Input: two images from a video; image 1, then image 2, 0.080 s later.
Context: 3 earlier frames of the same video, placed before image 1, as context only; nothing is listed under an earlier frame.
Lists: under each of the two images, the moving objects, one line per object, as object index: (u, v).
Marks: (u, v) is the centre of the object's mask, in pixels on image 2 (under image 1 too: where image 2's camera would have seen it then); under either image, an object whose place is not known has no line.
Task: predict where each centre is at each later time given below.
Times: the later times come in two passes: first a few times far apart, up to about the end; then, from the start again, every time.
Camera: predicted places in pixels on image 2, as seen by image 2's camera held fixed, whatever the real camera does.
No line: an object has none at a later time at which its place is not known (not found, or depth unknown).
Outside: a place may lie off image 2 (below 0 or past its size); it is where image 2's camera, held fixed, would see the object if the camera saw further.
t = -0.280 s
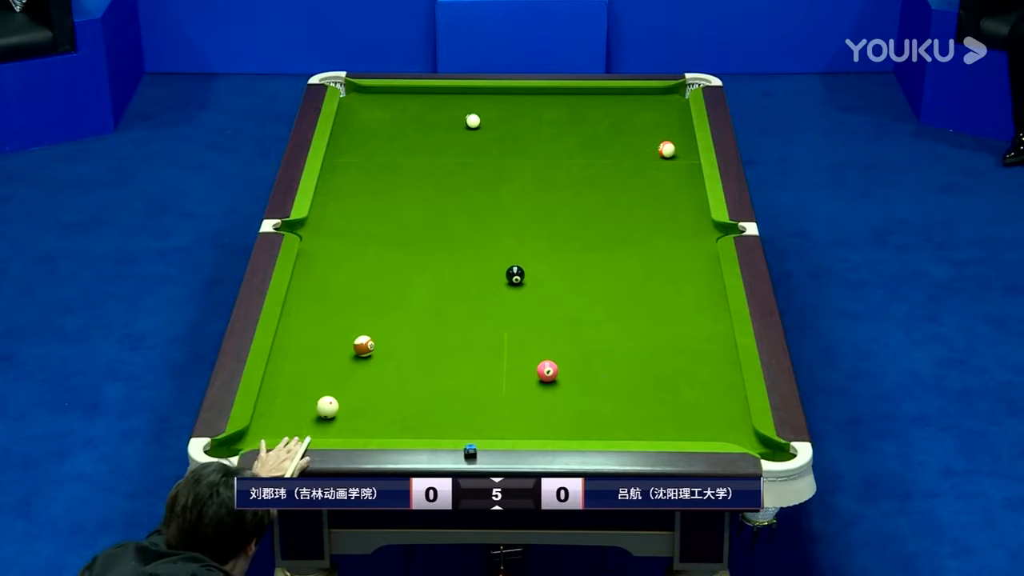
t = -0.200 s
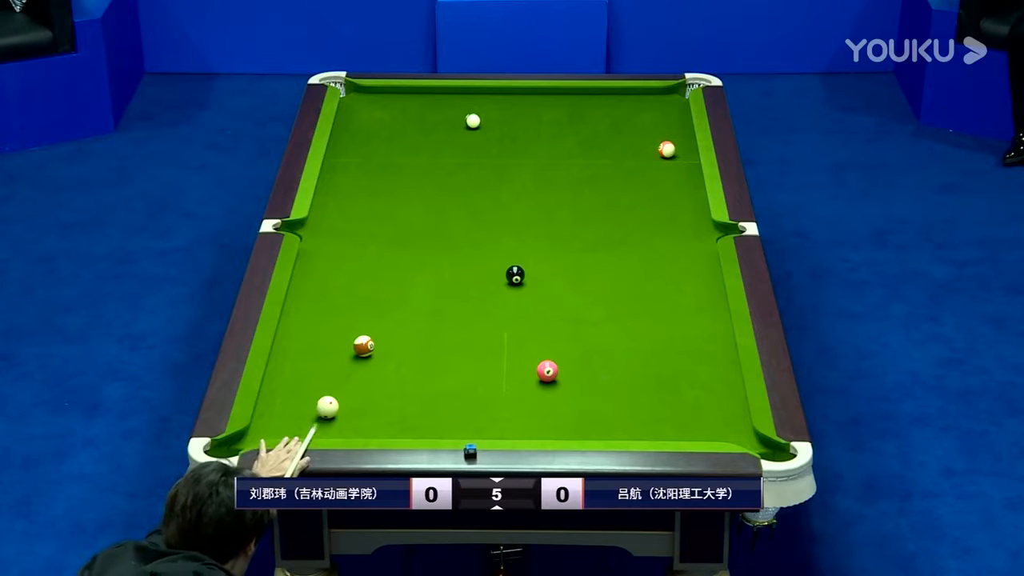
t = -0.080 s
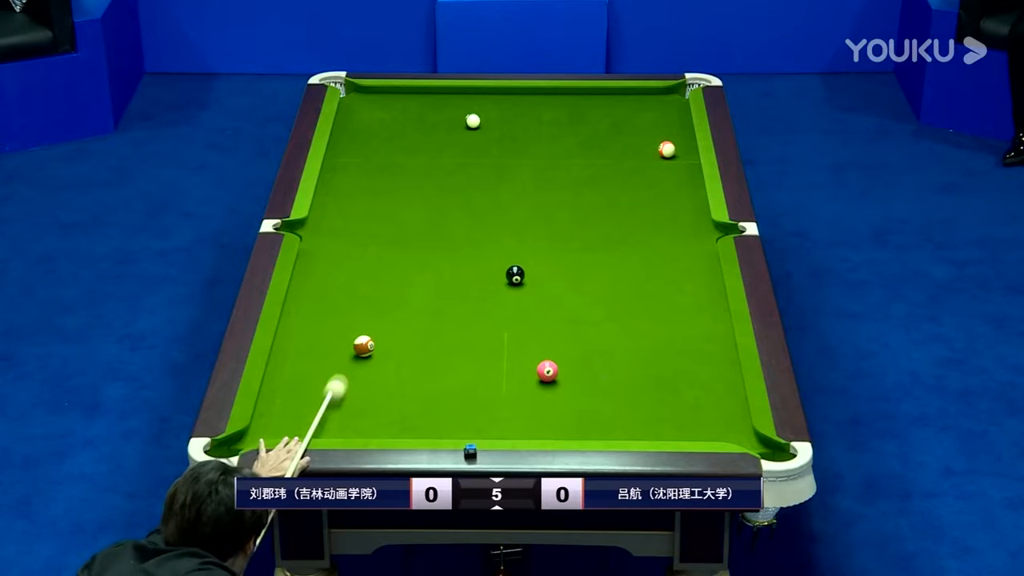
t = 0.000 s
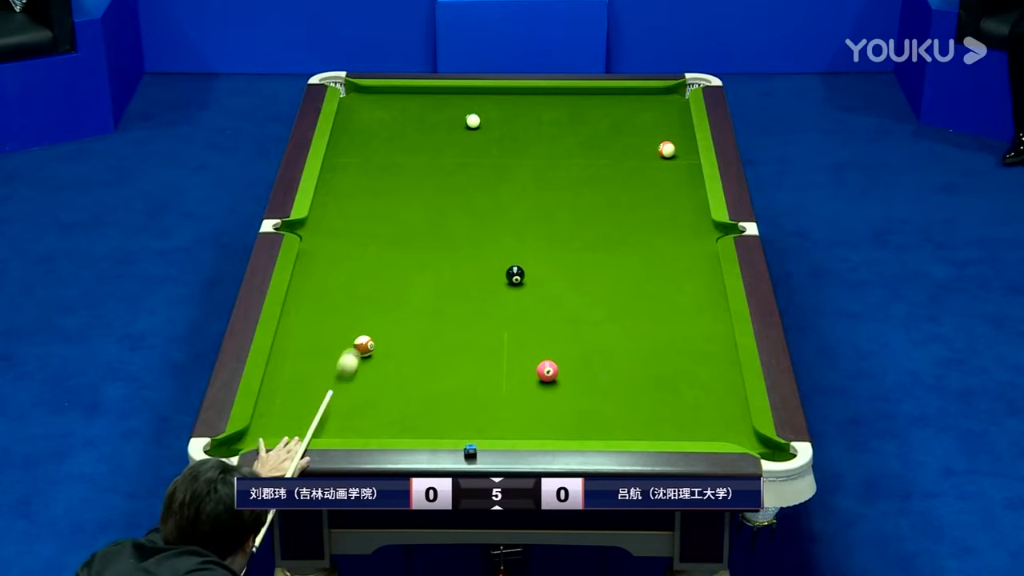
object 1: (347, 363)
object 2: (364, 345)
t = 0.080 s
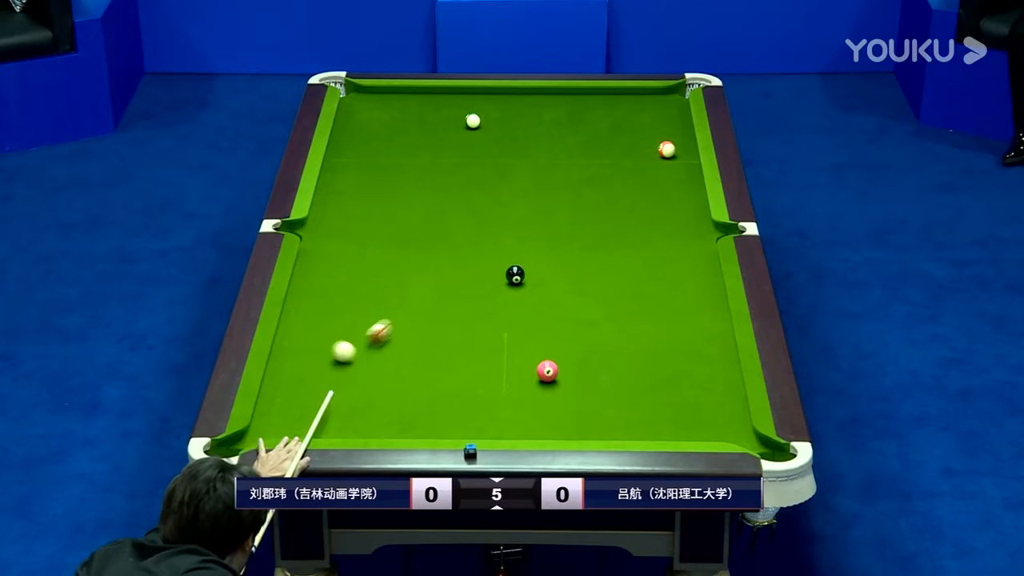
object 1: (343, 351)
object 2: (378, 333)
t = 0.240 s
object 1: (325, 336)
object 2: (417, 301)
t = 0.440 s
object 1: (308, 314)
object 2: (456, 271)
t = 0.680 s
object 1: (300, 292)
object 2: (495, 238)
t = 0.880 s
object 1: (314, 277)
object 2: (526, 213)
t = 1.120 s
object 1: (330, 259)
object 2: (560, 185)
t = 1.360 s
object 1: (344, 243)
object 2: (591, 159)
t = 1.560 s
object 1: (355, 231)
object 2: (615, 139)
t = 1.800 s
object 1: (367, 218)
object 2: (641, 117)
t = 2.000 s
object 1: (376, 207)
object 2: (662, 100)
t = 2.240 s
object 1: (386, 195)
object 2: (688, 89)
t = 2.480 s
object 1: (395, 184)
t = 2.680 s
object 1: (402, 176)
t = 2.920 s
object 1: (410, 166)
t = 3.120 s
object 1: (415, 159)
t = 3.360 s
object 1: (422, 151)
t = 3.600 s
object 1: (428, 144)
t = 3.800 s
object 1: (432, 138)
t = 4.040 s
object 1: (438, 132)
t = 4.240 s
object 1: (441, 127)
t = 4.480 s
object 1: (446, 122)
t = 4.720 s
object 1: (450, 117)
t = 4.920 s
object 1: (452, 114)
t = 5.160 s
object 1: (456, 110)
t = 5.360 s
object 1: (458, 109)
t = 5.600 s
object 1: (461, 107)
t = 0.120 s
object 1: (337, 348)
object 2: (390, 324)
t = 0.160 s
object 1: (332, 344)
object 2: (401, 315)
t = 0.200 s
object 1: (328, 340)
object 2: (411, 308)
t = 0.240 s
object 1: (325, 336)
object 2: (417, 301)
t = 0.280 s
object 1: (321, 331)
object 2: (426, 294)
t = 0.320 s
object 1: (318, 327)
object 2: (433, 288)
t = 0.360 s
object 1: (314, 323)
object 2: (441, 283)
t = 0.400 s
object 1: (311, 319)
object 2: (448, 276)
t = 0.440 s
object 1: (308, 314)
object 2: (456, 271)
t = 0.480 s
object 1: (304, 310)
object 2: (462, 265)
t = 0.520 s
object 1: (301, 306)
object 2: (469, 260)
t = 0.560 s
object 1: (298, 302)
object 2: (476, 254)
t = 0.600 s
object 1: (295, 299)
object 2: (483, 249)
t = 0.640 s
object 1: (297, 295)
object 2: (489, 244)
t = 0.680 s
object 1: (300, 292)
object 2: (495, 238)
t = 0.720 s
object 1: (303, 289)
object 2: (502, 233)
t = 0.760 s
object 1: (306, 286)
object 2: (508, 227)
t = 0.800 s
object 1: (309, 283)
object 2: (513, 223)
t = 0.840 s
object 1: (312, 280)
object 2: (520, 218)
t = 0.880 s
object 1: (314, 277)
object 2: (526, 213)
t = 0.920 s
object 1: (317, 274)
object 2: (532, 207)
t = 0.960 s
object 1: (320, 271)
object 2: (537, 204)
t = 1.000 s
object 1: (322, 268)
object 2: (543, 198)
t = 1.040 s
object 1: (325, 265)
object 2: (550, 194)
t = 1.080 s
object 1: (328, 262)
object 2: (554, 189)
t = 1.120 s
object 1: (330, 259)
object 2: (560, 185)
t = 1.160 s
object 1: (333, 256)
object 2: (565, 180)
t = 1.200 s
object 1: (335, 254)
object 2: (571, 176)
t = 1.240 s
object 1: (337, 251)
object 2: (576, 172)
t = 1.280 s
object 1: (340, 248)
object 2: (581, 167)
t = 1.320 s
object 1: (342, 246)
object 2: (585, 163)
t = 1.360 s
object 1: (344, 243)
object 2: (591, 159)
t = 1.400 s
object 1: (347, 241)
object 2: (596, 156)
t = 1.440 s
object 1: (349, 238)
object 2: (601, 150)
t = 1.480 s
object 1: (351, 236)
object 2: (605, 147)
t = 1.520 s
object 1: (353, 234)
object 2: (610, 143)
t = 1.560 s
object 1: (355, 231)
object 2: (615, 139)
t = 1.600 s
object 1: (357, 229)
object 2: (619, 135)
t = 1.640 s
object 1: (359, 226)
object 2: (624, 131)
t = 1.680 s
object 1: (361, 224)
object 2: (628, 128)
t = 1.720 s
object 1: (364, 222)
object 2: (633, 124)
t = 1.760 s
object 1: (366, 220)
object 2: (637, 121)
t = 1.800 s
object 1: (367, 218)
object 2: (641, 117)
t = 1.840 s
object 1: (369, 215)
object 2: (645, 114)
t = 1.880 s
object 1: (371, 213)
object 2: (650, 110)
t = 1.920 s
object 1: (373, 211)
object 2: (654, 106)
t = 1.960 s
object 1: (375, 209)
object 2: (658, 104)
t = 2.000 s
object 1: (376, 207)
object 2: (662, 100)
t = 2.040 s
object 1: (378, 205)
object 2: (666, 97)
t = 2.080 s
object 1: (380, 203)
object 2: (670, 94)
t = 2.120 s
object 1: (381, 201)
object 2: (674, 90)
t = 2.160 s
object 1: (383, 199)
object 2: (679, 90)
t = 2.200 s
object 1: (385, 197)
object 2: (685, 89)
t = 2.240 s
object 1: (386, 195)
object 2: (688, 89)
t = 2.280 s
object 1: (388, 193)
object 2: (687, 92)
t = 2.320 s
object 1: (389, 191)
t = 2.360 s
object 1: (391, 190)
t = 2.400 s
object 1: (393, 188)
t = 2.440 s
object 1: (394, 186)
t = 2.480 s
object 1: (395, 184)
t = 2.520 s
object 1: (397, 183)
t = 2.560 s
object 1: (398, 181)
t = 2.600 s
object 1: (400, 179)
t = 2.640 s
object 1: (401, 178)
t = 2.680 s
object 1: (402, 176)
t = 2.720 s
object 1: (403, 174)
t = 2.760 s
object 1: (405, 173)
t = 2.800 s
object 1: (406, 171)
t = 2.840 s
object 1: (407, 170)
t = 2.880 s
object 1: (408, 168)
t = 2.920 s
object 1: (410, 166)
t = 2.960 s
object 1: (411, 165)
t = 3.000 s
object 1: (412, 164)
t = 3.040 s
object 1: (413, 162)
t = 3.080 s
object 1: (414, 161)
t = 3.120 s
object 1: (415, 159)
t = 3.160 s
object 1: (416, 158)
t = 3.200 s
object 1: (417, 156)
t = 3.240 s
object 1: (418, 155)
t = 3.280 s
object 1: (420, 154)
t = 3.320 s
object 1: (421, 153)
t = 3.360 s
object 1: (422, 151)
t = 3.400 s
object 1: (423, 150)
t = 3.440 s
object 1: (424, 149)
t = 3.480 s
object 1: (425, 147)
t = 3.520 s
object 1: (426, 146)
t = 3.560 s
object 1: (427, 145)
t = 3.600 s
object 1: (428, 144)
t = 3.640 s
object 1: (429, 143)
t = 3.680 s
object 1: (430, 141)
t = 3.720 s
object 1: (431, 141)
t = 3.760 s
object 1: (432, 139)
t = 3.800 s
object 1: (432, 138)
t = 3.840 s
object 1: (433, 137)
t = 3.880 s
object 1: (434, 136)
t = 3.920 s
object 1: (435, 135)
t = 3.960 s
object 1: (436, 134)
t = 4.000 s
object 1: (437, 133)
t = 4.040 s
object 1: (438, 132)
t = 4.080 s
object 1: (438, 131)
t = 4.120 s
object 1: (439, 130)
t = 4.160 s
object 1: (440, 129)
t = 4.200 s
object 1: (441, 128)
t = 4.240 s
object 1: (441, 127)
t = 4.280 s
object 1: (442, 126)
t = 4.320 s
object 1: (443, 125)
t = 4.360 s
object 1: (443, 124)
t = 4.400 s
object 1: (444, 123)
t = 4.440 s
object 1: (445, 123)
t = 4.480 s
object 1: (446, 122)
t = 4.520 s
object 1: (446, 121)
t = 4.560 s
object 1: (447, 120)
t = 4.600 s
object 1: (448, 119)
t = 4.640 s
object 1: (448, 118)
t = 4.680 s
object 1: (449, 118)
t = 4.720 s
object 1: (450, 117)
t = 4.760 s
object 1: (450, 117)
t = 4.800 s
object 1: (450, 116)
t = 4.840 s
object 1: (451, 115)
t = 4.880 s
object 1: (452, 115)
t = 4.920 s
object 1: (452, 114)
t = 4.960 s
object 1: (453, 113)
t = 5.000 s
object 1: (454, 113)
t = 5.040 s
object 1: (454, 112)
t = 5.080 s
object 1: (455, 111)
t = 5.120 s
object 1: (455, 111)
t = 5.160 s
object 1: (456, 110)
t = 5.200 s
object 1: (456, 110)
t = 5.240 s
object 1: (457, 109)
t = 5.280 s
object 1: (457, 110)
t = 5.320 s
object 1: (458, 110)
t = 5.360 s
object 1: (458, 109)
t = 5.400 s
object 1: (459, 109)
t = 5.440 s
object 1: (459, 108)
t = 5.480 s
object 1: (460, 108)
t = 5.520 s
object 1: (460, 108)
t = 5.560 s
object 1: (461, 107)
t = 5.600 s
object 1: (461, 107)
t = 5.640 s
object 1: (462, 107)
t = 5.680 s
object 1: (462, 106)
